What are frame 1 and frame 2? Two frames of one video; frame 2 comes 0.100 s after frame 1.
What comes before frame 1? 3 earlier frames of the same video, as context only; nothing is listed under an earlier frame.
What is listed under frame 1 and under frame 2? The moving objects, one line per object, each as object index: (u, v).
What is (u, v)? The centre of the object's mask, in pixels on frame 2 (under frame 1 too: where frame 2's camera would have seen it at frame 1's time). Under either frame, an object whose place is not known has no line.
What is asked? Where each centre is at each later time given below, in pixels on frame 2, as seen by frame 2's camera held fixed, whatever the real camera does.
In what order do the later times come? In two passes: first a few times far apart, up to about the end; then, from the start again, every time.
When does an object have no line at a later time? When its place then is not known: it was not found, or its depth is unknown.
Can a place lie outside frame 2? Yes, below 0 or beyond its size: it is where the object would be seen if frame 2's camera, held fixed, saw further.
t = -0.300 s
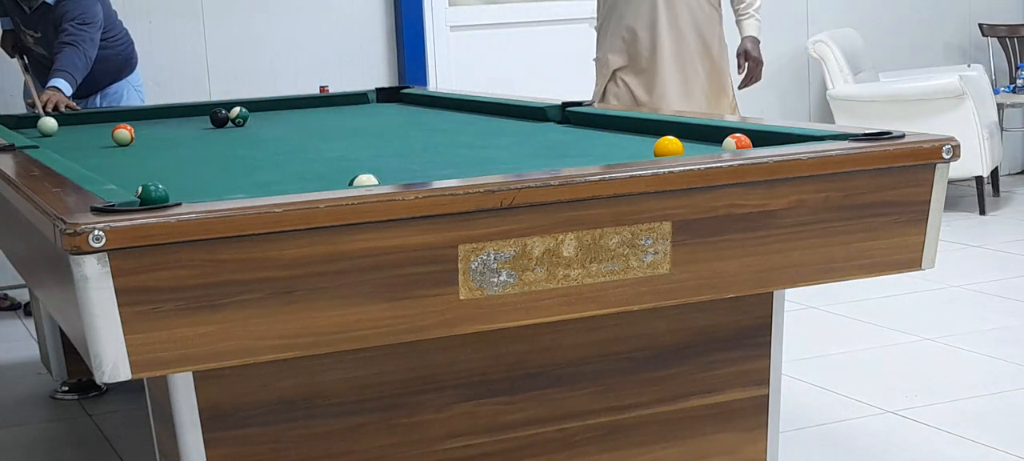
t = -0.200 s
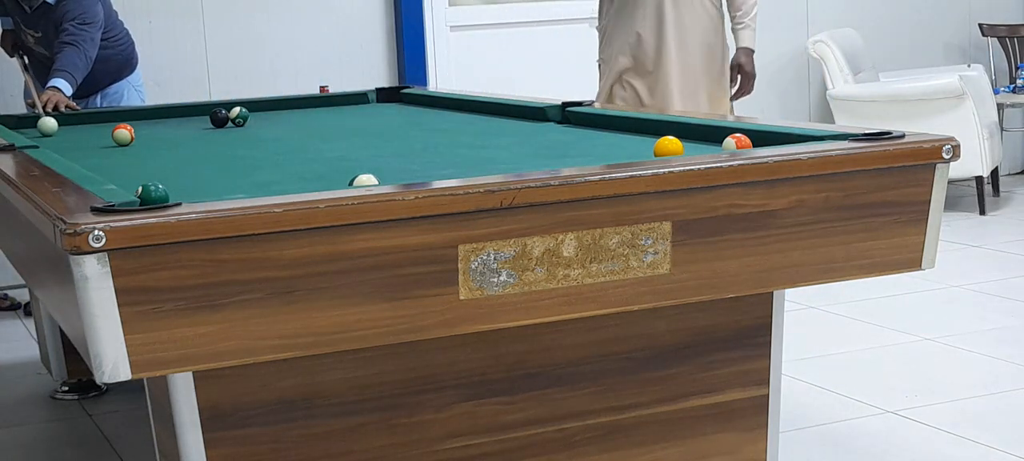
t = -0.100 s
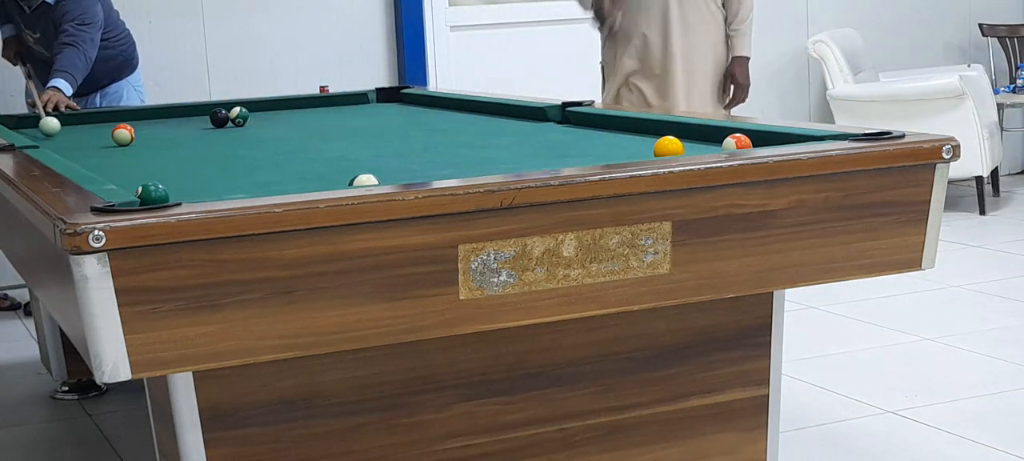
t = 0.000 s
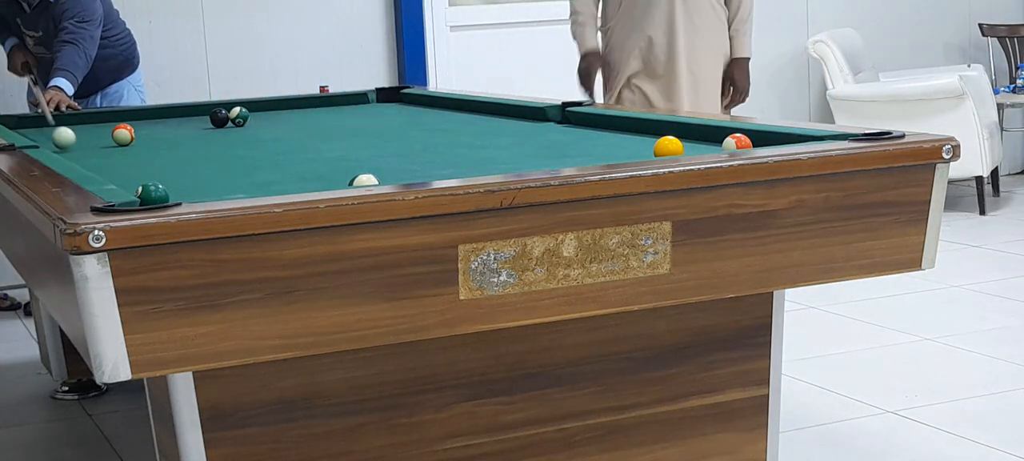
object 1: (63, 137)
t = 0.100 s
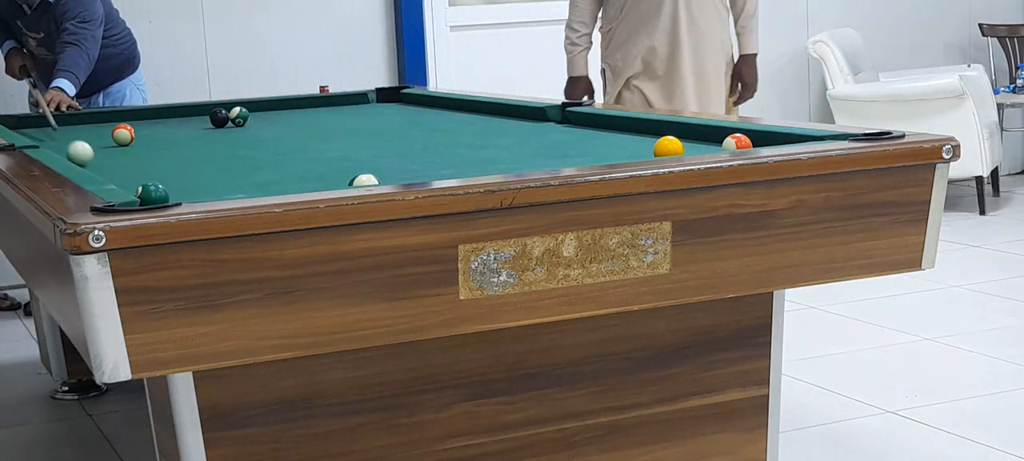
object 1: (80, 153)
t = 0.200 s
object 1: (99, 166)
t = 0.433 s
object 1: (157, 191)
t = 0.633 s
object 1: (197, 194)
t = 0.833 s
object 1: (204, 192)
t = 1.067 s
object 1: (197, 188)
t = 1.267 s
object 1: (192, 184)
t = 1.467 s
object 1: (187, 179)
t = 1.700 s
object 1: (182, 173)
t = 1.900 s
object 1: (179, 168)
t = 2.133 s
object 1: (174, 164)
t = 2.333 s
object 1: (172, 160)
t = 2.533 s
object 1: (170, 157)
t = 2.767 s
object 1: (168, 154)
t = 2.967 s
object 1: (166, 151)
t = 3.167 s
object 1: (165, 149)
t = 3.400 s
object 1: (163, 146)
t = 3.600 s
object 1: (162, 145)
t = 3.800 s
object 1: (161, 143)
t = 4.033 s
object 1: (160, 141)
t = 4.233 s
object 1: (159, 140)
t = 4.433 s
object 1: (158, 139)
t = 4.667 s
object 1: (157, 138)
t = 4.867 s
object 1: (156, 137)
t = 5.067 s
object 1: (156, 137)
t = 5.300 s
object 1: (156, 136)
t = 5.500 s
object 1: (156, 136)
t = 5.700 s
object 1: (156, 136)
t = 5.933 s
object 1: (156, 136)
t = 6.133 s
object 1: (156, 136)
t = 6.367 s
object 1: (156, 136)
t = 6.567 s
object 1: (156, 136)
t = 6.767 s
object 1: (156, 136)
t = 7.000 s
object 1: (156, 136)
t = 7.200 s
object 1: (156, 136)
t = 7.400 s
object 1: (156, 136)
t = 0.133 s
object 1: (86, 157)
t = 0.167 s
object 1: (92, 162)
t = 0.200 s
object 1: (99, 166)
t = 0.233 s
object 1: (106, 171)
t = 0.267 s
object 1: (114, 176)
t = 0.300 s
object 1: (126, 181)
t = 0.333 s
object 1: (134, 183)
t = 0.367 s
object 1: (144, 187)
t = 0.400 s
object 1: (152, 191)
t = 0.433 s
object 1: (157, 191)
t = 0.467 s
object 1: (163, 193)
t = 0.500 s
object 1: (169, 193)
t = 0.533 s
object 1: (175, 193)
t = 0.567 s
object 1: (182, 193)
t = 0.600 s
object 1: (190, 193)
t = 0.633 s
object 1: (197, 194)
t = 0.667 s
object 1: (205, 194)
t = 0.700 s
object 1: (209, 194)
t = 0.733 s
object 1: (207, 194)
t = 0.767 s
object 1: (207, 193)
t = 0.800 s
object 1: (206, 193)
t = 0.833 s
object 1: (204, 192)
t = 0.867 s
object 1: (203, 192)
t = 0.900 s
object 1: (202, 191)
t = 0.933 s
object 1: (201, 191)
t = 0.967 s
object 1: (200, 190)
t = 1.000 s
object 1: (199, 190)
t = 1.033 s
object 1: (198, 189)
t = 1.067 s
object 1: (197, 188)
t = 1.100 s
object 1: (196, 188)
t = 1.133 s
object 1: (195, 187)
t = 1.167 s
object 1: (195, 187)
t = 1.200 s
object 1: (194, 186)
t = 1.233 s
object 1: (193, 185)
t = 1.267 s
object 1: (192, 184)
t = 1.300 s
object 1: (191, 184)
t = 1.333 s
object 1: (190, 183)
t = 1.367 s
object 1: (190, 182)
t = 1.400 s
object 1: (189, 181)
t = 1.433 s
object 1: (188, 180)
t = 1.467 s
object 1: (187, 179)
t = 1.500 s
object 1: (187, 178)
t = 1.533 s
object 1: (186, 177)
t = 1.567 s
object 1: (185, 176)
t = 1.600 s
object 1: (184, 175)
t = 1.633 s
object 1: (184, 174)
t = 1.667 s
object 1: (183, 174)
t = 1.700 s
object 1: (182, 173)
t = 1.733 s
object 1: (182, 172)
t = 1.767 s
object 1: (181, 171)
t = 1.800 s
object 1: (180, 171)
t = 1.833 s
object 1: (180, 170)
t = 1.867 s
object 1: (179, 169)
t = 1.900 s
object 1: (179, 168)
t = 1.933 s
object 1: (178, 168)
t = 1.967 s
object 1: (177, 167)
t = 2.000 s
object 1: (177, 166)
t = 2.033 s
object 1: (176, 166)
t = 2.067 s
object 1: (176, 165)
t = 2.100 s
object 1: (175, 164)
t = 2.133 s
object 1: (174, 164)
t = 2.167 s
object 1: (174, 163)
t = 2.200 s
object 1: (174, 162)
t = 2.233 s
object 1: (173, 161)
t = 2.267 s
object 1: (173, 161)
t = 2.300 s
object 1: (172, 161)
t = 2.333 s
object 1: (172, 160)
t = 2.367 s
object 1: (171, 160)
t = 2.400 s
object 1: (171, 159)
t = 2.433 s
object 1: (171, 158)
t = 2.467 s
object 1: (170, 158)
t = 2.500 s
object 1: (170, 157)
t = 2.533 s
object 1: (170, 157)
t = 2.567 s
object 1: (169, 156)
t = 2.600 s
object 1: (169, 156)
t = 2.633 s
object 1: (169, 155)
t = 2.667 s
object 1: (169, 155)
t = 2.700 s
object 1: (168, 154)
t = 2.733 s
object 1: (168, 154)
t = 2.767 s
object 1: (168, 154)
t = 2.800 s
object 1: (167, 153)
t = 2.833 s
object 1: (167, 153)
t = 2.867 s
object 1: (167, 152)
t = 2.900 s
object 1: (166, 152)
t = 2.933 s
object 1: (166, 151)
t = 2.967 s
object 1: (166, 151)
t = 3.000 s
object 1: (166, 150)
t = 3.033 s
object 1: (166, 150)
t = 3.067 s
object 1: (165, 150)
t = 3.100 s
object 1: (165, 149)
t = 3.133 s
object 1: (165, 149)
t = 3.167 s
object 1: (165, 149)
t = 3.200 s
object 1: (165, 148)
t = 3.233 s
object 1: (164, 148)
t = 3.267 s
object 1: (164, 147)
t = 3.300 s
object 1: (164, 147)
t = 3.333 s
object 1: (164, 147)
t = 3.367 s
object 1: (164, 147)
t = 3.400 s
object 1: (163, 146)
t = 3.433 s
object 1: (163, 146)
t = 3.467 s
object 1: (163, 146)
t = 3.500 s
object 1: (163, 145)
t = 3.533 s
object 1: (163, 145)
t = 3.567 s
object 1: (162, 145)
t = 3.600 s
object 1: (162, 145)
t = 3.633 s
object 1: (162, 144)
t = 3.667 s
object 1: (162, 144)
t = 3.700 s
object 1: (161, 144)
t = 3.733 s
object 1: (161, 143)
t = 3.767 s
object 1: (161, 143)
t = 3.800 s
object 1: (161, 143)
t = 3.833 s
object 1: (161, 143)
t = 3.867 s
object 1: (161, 142)
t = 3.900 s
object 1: (160, 142)
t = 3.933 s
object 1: (160, 142)
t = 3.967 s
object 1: (160, 142)
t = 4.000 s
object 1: (160, 142)
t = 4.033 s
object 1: (160, 141)
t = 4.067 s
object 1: (159, 141)
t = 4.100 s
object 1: (159, 141)
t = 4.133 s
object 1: (159, 141)
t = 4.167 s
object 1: (159, 141)
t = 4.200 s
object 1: (159, 140)
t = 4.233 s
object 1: (159, 140)
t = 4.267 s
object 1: (159, 140)
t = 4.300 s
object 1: (158, 140)
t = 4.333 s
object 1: (158, 140)
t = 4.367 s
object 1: (158, 139)
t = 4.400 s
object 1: (158, 139)
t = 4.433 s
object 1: (158, 139)
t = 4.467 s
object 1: (157, 139)
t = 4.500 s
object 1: (157, 139)
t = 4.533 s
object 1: (157, 139)
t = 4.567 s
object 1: (157, 139)
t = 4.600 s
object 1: (157, 138)
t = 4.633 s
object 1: (157, 138)
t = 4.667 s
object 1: (157, 138)
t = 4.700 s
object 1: (157, 138)
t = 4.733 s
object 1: (157, 138)
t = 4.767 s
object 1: (156, 138)
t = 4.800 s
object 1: (156, 138)
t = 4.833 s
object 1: (156, 137)
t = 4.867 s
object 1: (156, 137)
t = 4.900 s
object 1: (156, 137)
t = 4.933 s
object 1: (156, 137)
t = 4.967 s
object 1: (156, 137)
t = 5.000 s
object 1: (156, 137)
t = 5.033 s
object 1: (156, 137)
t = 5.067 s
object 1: (156, 137)
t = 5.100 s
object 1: (156, 137)
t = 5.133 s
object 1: (156, 136)
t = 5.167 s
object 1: (156, 136)
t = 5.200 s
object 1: (156, 136)
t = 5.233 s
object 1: (156, 136)
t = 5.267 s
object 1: (156, 136)
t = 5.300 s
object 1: (156, 136)
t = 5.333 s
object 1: (156, 136)
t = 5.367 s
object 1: (156, 136)
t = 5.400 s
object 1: (156, 136)
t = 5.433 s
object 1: (156, 136)
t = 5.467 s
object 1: (156, 136)
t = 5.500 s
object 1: (156, 136)
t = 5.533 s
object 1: (156, 136)
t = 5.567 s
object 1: (156, 136)
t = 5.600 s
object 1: (156, 136)
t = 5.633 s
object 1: (156, 136)
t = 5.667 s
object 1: (156, 136)
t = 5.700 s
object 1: (156, 136)
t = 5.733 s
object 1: (156, 136)
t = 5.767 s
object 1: (156, 136)
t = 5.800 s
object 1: (156, 136)
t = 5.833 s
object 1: (156, 136)
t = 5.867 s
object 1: (156, 136)
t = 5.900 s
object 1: (156, 136)
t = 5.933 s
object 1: (156, 136)
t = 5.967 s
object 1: (156, 136)
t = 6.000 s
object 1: (156, 136)
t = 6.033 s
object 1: (156, 136)
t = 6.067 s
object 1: (156, 136)
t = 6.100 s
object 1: (156, 136)
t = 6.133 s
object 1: (156, 136)
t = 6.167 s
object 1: (156, 136)
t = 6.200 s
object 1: (156, 136)
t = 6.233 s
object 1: (156, 136)
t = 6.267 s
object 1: (156, 136)
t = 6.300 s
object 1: (156, 136)
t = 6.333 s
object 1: (156, 136)
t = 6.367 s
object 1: (156, 136)
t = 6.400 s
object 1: (156, 136)
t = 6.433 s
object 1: (156, 136)
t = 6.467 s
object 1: (156, 136)
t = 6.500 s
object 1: (156, 136)
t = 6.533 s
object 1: (156, 136)
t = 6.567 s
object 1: (156, 136)
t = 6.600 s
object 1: (156, 136)
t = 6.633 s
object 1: (156, 136)
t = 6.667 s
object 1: (156, 136)
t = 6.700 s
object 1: (156, 136)
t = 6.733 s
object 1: (156, 136)
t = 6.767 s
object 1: (156, 136)
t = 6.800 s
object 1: (156, 136)
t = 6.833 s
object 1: (156, 136)
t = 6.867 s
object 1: (156, 136)
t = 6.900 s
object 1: (156, 136)
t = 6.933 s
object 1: (156, 136)
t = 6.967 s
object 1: (156, 136)
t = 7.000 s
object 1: (156, 136)
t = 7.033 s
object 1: (156, 136)
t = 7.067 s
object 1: (156, 136)
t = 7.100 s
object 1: (156, 136)
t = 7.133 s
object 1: (156, 136)
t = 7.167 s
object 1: (156, 136)
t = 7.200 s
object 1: (156, 136)
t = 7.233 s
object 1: (156, 136)
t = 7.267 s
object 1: (156, 136)
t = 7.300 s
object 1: (156, 136)
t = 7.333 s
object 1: (156, 136)
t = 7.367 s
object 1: (156, 136)
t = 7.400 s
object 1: (156, 136)
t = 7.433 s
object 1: (156, 136)
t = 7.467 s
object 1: (156, 136)
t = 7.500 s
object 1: (156, 136)
